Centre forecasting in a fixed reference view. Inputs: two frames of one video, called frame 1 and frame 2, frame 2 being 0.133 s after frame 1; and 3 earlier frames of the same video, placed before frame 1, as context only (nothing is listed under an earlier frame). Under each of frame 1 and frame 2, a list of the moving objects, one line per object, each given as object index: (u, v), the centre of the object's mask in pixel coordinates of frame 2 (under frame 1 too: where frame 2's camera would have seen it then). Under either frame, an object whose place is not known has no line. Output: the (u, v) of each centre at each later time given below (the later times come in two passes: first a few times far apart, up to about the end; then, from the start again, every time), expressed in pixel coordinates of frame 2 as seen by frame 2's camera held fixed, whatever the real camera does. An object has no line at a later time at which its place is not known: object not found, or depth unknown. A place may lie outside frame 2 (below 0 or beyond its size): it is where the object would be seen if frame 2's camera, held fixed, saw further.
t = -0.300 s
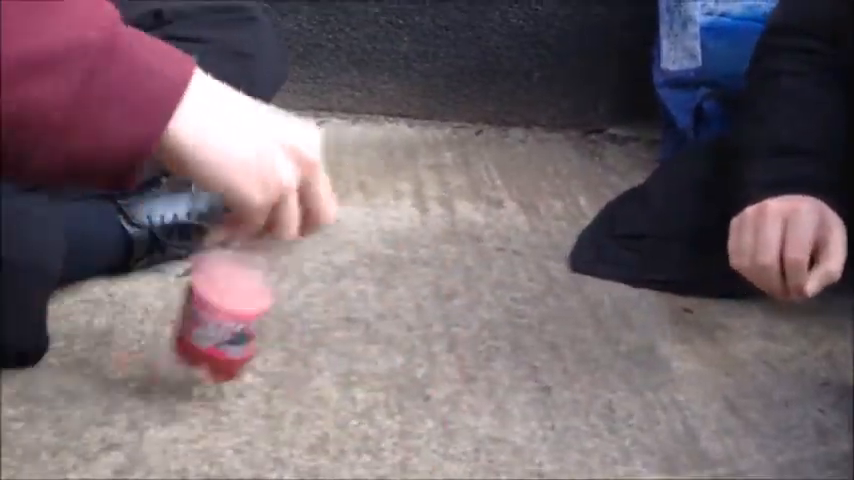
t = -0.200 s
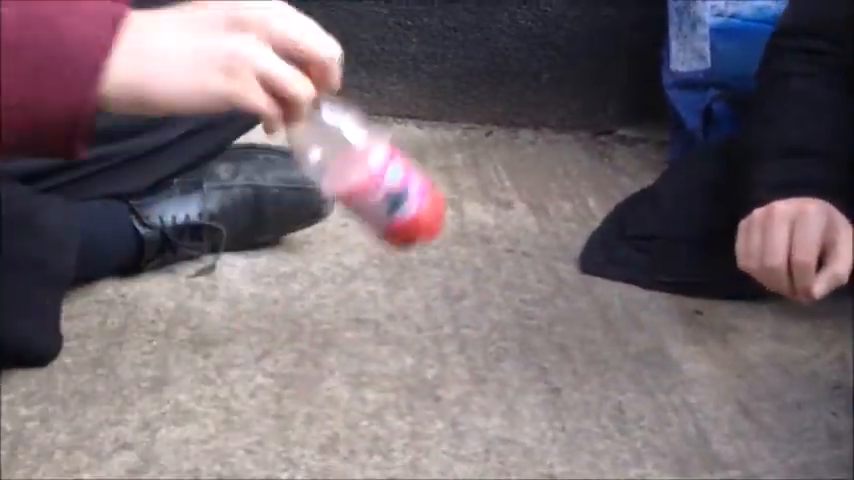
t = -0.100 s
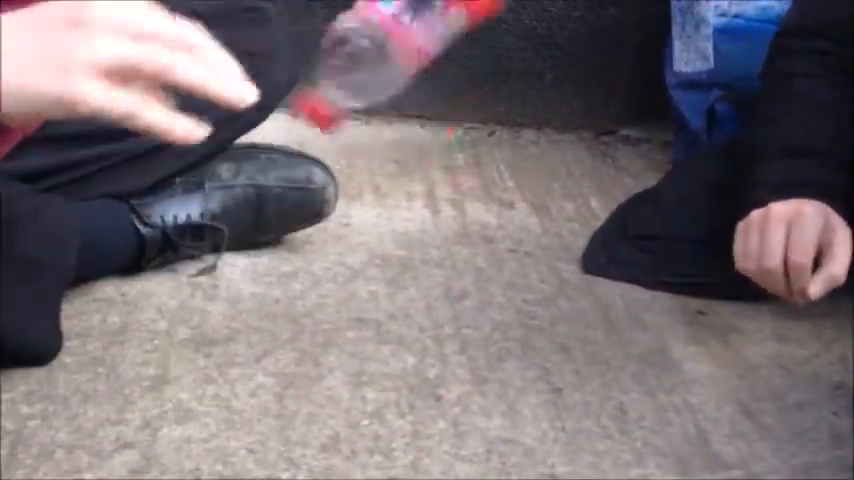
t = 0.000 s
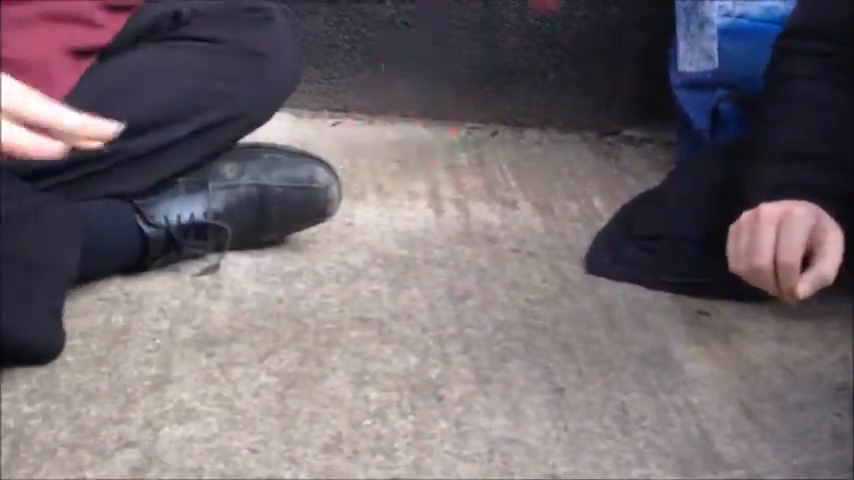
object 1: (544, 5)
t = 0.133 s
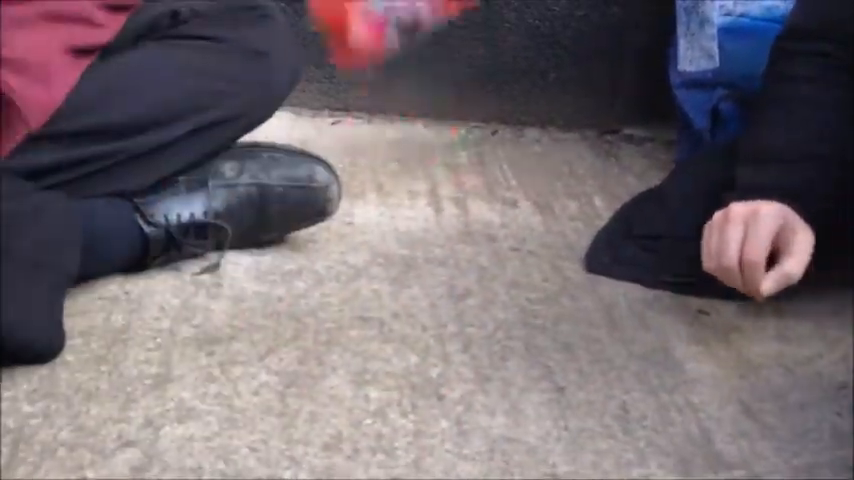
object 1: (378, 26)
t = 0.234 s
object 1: (387, 230)
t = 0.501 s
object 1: (317, 357)
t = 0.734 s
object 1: (261, 370)
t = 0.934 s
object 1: (269, 361)
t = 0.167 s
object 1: (395, 65)
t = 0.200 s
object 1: (404, 126)
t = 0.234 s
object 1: (387, 230)
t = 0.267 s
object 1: (366, 344)
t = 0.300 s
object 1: (358, 358)
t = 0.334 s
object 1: (351, 359)
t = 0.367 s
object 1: (345, 359)
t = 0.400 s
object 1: (339, 360)
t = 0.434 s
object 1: (332, 360)
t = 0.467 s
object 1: (325, 359)
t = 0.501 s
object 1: (317, 357)
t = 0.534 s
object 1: (308, 357)
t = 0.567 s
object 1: (299, 354)
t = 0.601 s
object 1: (287, 358)
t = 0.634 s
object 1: (271, 365)
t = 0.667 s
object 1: (262, 378)
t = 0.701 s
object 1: (261, 371)
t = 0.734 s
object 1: (261, 370)
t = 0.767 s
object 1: (261, 368)
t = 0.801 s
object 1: (264, 365)
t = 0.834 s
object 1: (265, 364)
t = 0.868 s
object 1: (266, 363)
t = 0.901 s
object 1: (268, 362)
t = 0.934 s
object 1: (269, 361)
